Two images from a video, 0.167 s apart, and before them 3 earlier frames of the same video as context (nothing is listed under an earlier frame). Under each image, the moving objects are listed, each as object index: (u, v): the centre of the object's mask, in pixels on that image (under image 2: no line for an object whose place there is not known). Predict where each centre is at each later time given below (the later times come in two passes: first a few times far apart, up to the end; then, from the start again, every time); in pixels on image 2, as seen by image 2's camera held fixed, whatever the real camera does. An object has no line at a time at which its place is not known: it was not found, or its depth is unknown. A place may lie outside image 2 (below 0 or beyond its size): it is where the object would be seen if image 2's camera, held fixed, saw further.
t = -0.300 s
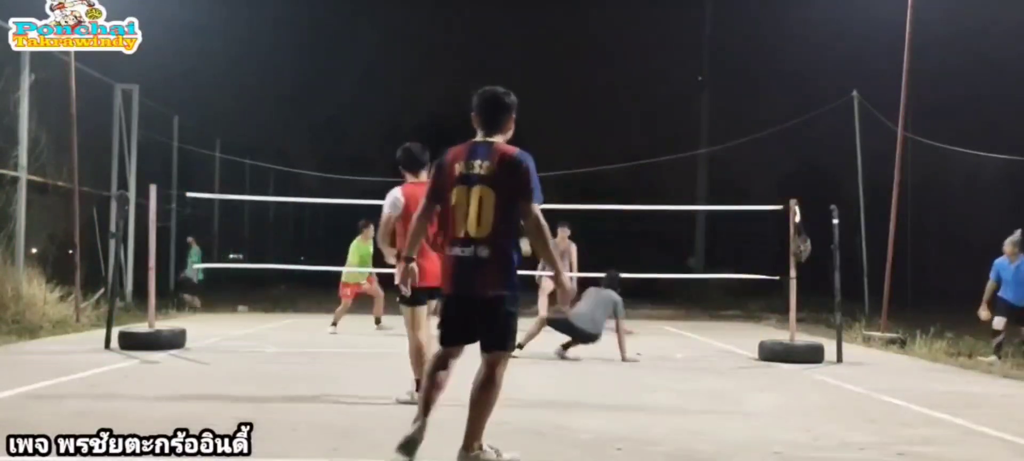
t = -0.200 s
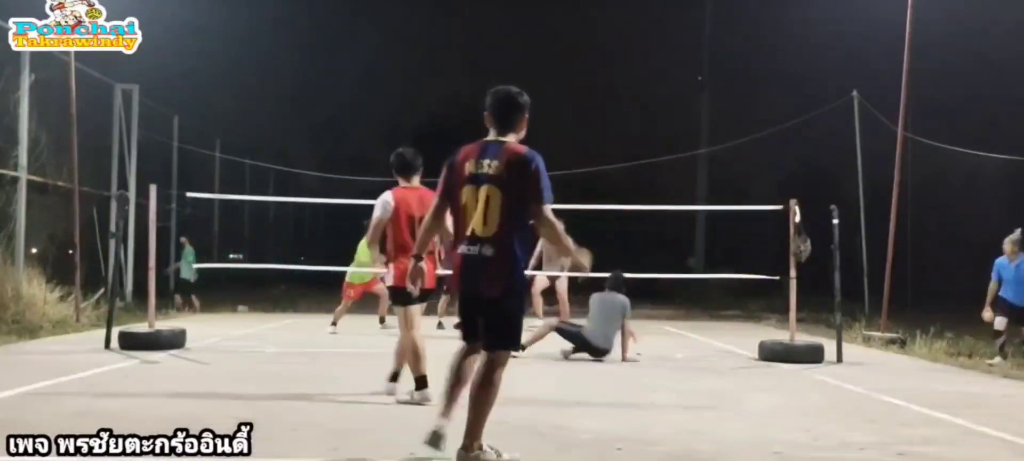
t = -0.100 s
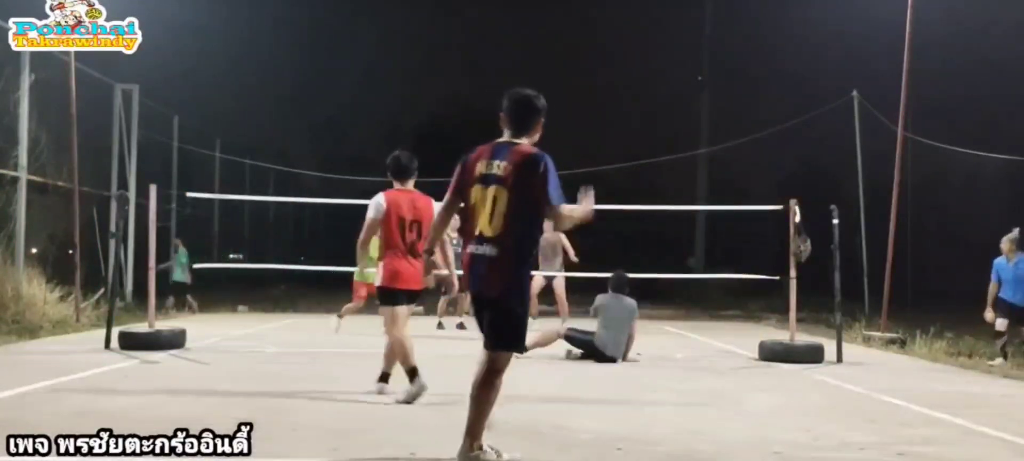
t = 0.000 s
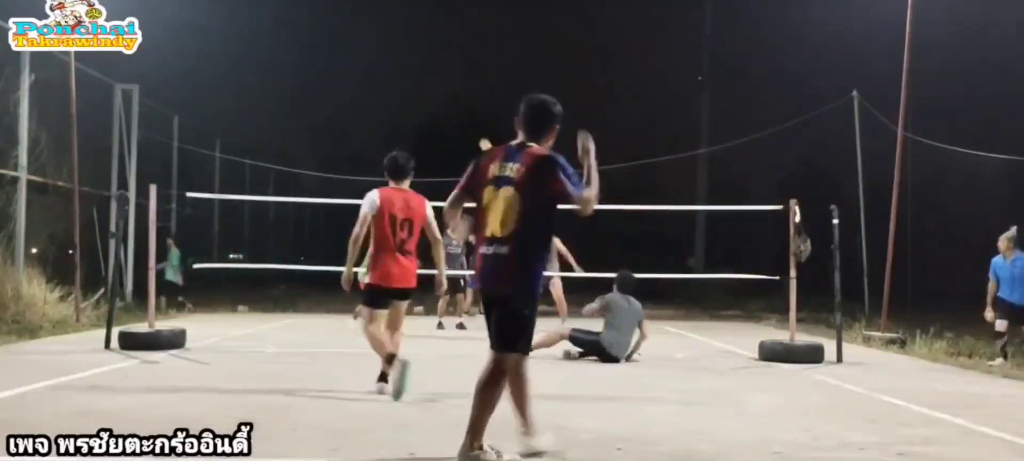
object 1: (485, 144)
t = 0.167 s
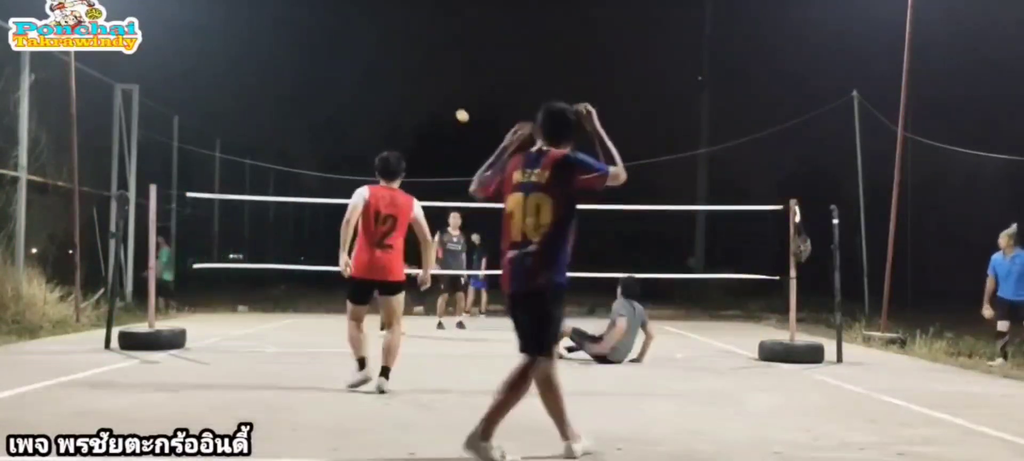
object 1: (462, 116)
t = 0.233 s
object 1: (452, 109)
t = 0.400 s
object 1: (427, 107)
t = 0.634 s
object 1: (389, 140)
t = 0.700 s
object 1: (378, 157)
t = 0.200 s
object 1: (457, 112)
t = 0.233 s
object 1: (452, 109)
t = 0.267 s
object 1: (448, 107)
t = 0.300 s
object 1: (443, 106)
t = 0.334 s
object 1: (437, 105)
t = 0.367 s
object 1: (433, 105)
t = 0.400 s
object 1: (427, 107)
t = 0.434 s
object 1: (422, 109)
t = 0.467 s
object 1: (417, 112)
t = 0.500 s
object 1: (412, 115)
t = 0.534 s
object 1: (406, 120)
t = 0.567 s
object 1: (401, 125)
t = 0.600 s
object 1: (395, 132)
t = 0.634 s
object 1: (389, 140)
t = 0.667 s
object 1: (384, 148)
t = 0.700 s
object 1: (378, 157)
